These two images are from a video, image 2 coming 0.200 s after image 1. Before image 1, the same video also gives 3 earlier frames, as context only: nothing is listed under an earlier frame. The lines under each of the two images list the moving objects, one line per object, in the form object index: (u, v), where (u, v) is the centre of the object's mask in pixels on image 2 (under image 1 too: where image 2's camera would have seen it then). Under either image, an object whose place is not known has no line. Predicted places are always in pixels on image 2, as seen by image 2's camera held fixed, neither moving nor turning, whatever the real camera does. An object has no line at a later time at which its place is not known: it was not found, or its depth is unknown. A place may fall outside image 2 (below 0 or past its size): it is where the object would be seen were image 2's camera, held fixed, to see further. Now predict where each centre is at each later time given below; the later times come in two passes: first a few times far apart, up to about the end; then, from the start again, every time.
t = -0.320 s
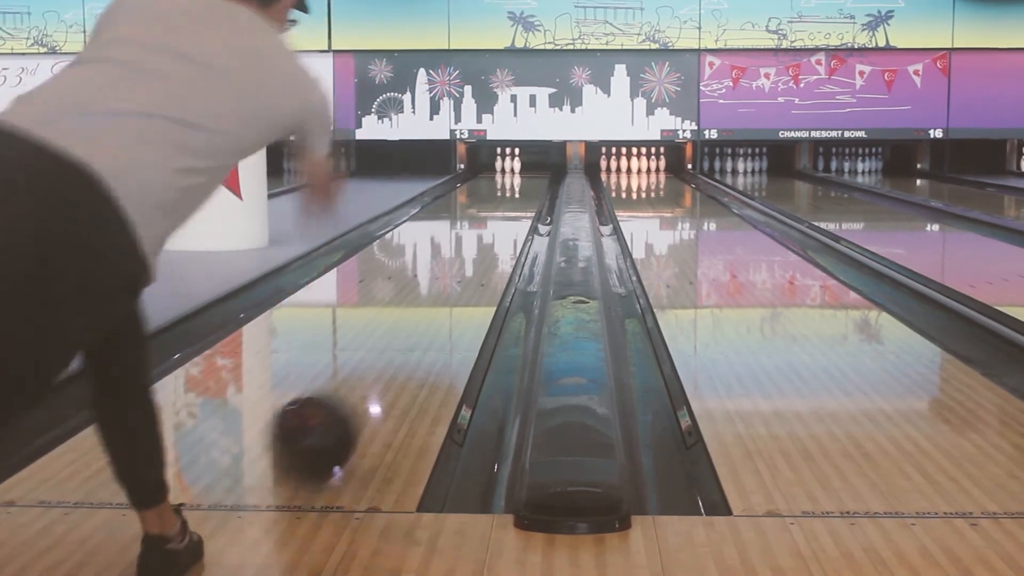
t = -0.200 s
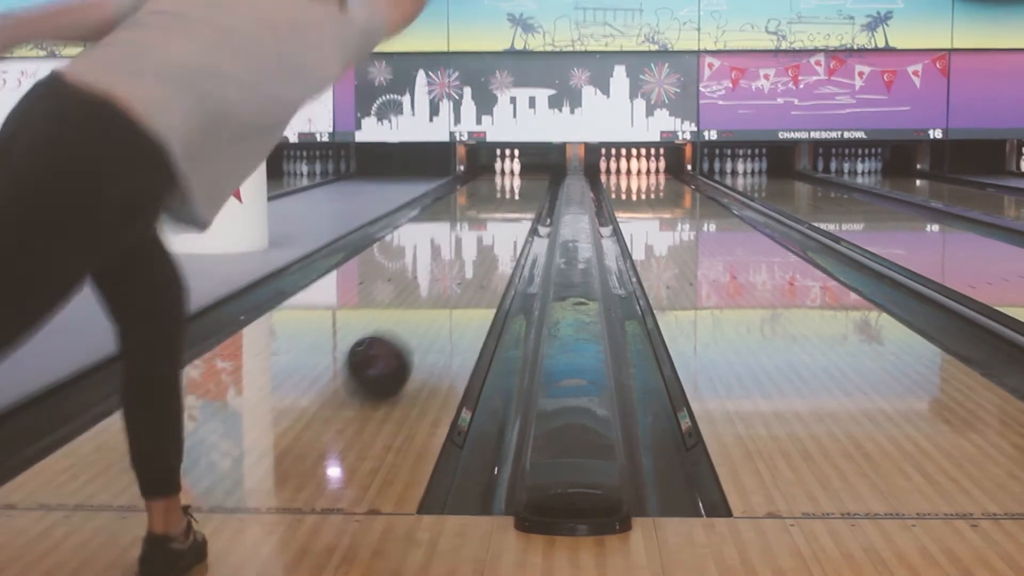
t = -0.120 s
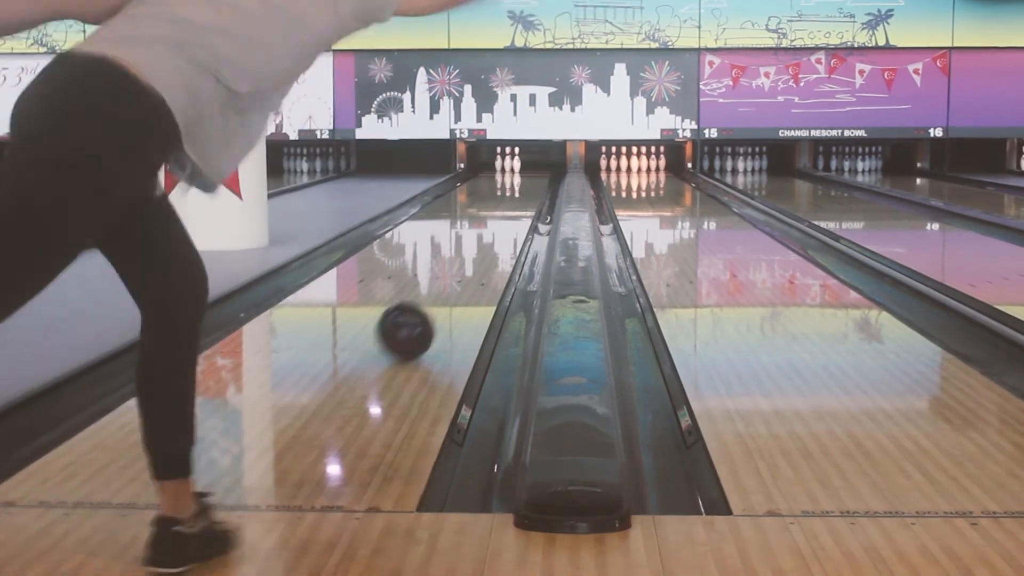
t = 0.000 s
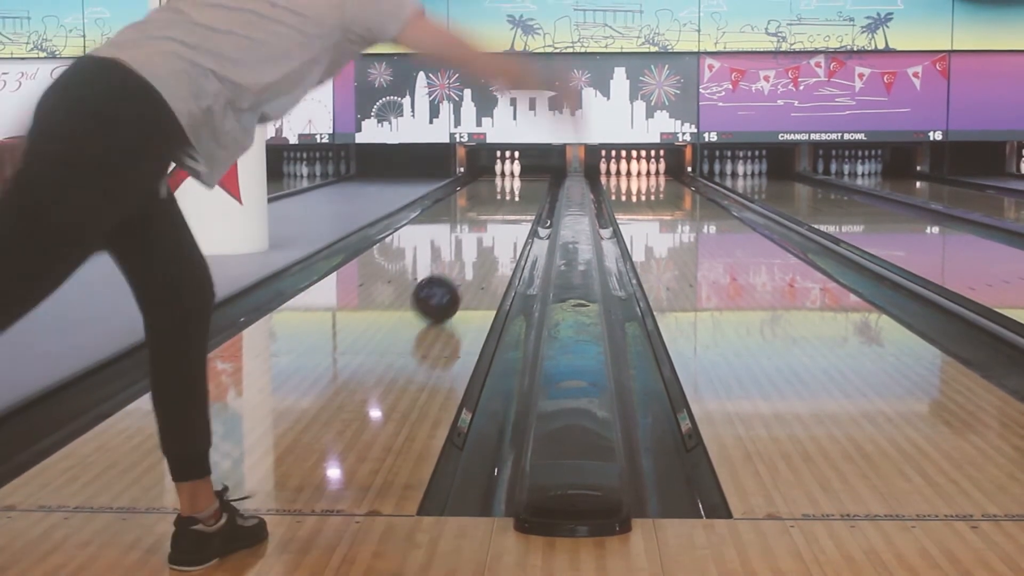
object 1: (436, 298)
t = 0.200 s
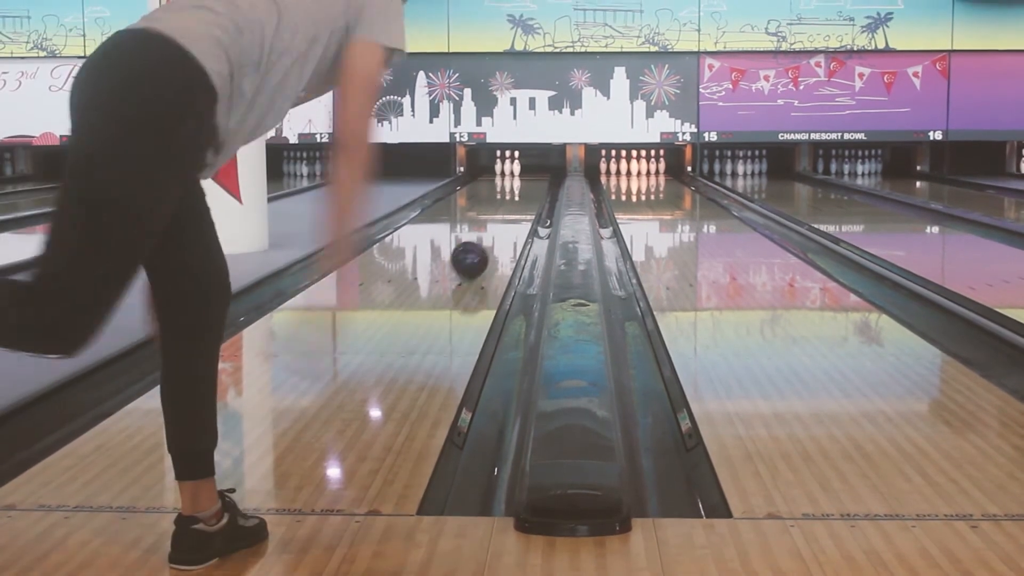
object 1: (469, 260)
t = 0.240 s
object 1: (474, 254)
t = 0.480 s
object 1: (495, 227)
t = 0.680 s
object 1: (507, 212)
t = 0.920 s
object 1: (516, 198)
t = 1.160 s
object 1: (521, 188)
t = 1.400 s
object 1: (526, 179)
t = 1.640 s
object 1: (525, 174)
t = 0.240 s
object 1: (474, 254)
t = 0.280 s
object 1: (478, 249)
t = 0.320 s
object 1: (483, 244)
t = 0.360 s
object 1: (486, 239)
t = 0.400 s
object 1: (489, 235)
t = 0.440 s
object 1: (492, 231)
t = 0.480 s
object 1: (495, 227)
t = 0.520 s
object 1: (498, 223)
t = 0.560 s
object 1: (501, 220)
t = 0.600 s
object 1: (503, 217)
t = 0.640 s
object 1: (505, 214)
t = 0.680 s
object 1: (507, 212)
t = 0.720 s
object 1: (508, 209)
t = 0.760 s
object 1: (510, 207)
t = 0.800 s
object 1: (512, 204)
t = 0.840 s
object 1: (513, 202)
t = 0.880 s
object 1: (514, 200)
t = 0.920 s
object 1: (516, 198)
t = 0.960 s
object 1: (517, 196)
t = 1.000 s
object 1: (518, 194)
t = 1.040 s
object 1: (520, 193)
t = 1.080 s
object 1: (520, 191)
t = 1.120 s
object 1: (520, 189)
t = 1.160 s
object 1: (521, 188)
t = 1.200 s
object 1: (522, 186)
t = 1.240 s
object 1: (523, 185)
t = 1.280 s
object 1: (525, 184)
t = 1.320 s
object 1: (526, 183)
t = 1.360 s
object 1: (526, 181)
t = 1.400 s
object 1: (526, 179)
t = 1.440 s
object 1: (526, 178)
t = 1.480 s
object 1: (525, 177)
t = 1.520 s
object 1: (526, 176)
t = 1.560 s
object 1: (526, 175)
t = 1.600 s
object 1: (526, 174)
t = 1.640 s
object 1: (525, 174)
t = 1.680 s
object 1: (524, 173)
